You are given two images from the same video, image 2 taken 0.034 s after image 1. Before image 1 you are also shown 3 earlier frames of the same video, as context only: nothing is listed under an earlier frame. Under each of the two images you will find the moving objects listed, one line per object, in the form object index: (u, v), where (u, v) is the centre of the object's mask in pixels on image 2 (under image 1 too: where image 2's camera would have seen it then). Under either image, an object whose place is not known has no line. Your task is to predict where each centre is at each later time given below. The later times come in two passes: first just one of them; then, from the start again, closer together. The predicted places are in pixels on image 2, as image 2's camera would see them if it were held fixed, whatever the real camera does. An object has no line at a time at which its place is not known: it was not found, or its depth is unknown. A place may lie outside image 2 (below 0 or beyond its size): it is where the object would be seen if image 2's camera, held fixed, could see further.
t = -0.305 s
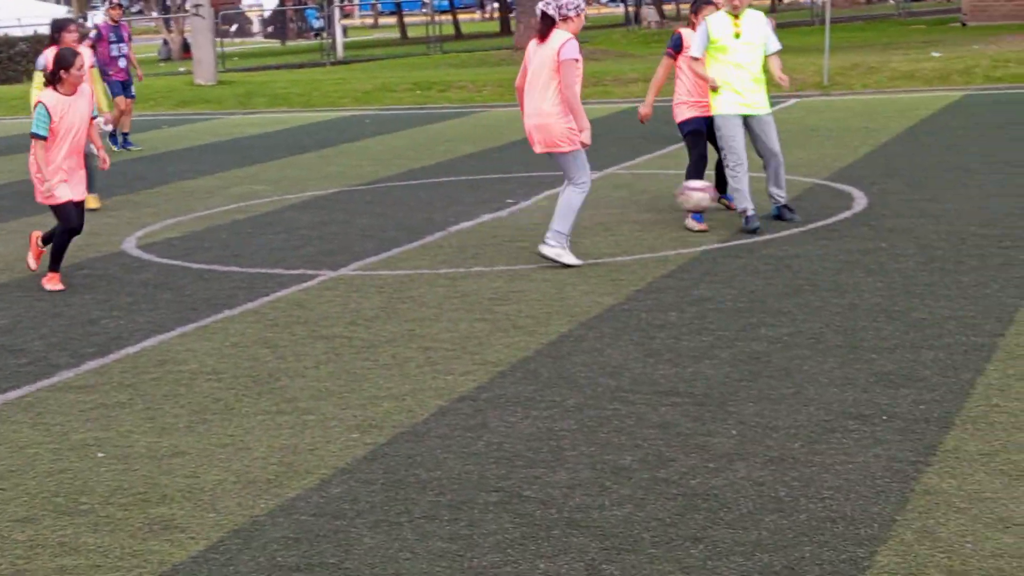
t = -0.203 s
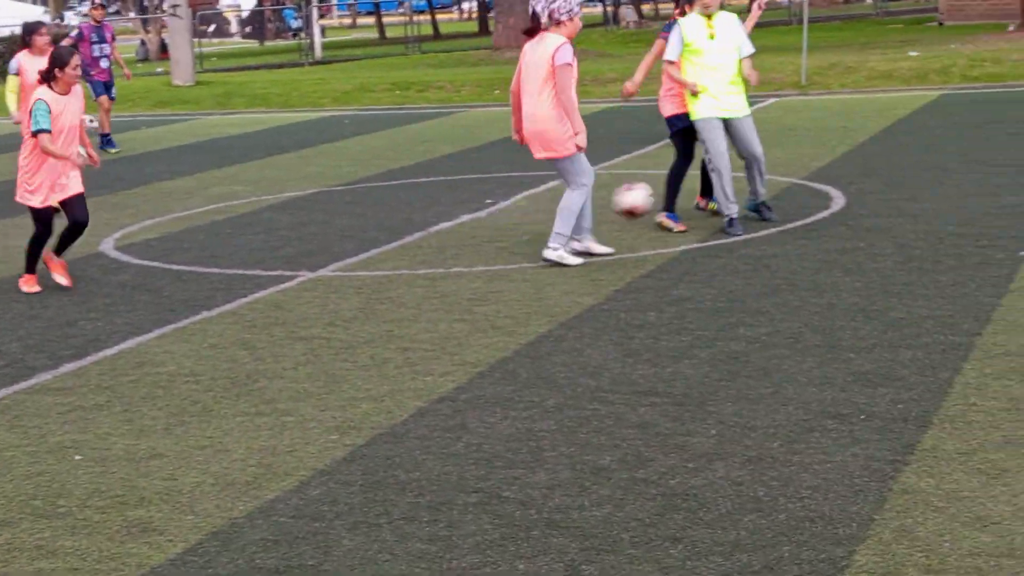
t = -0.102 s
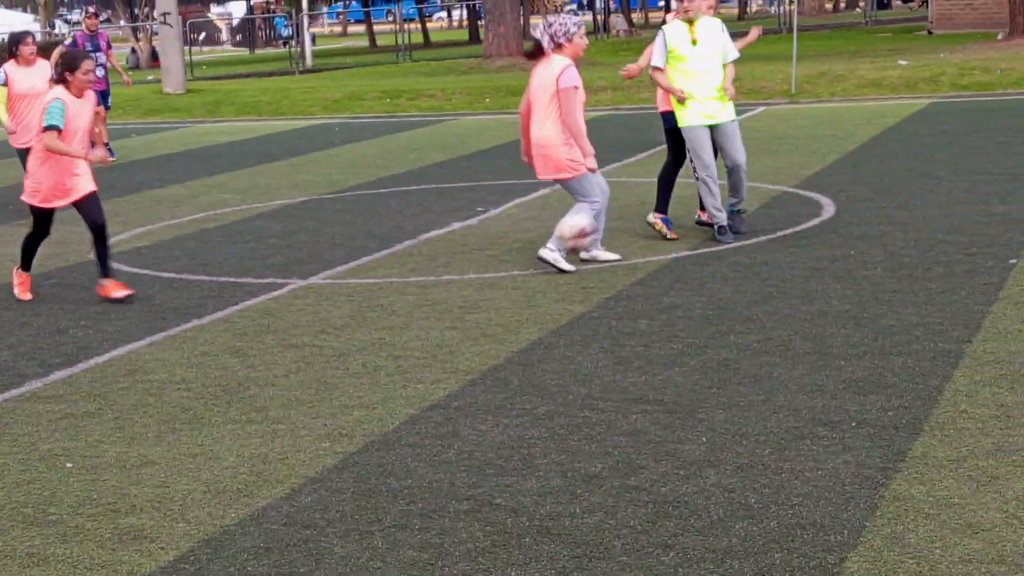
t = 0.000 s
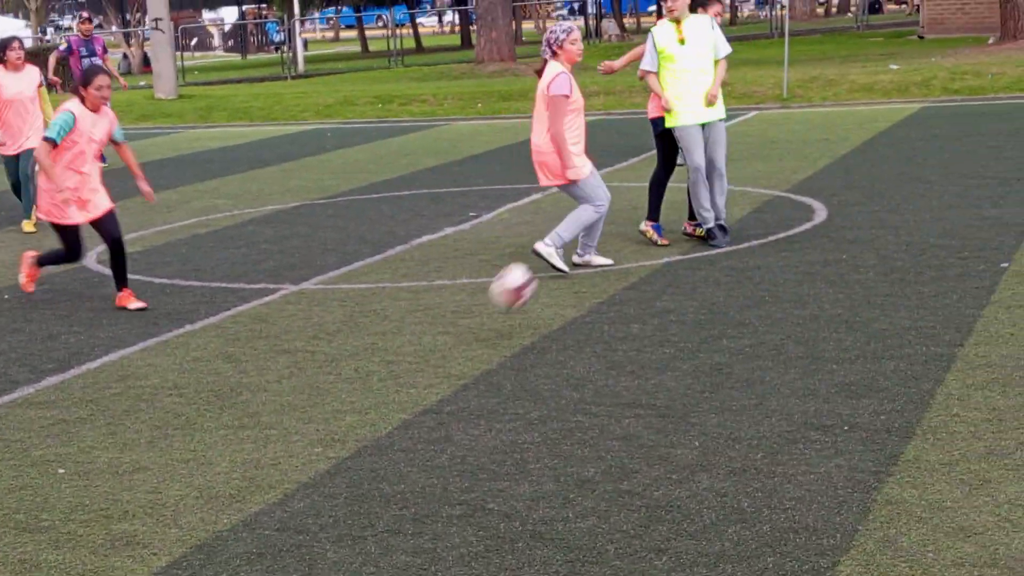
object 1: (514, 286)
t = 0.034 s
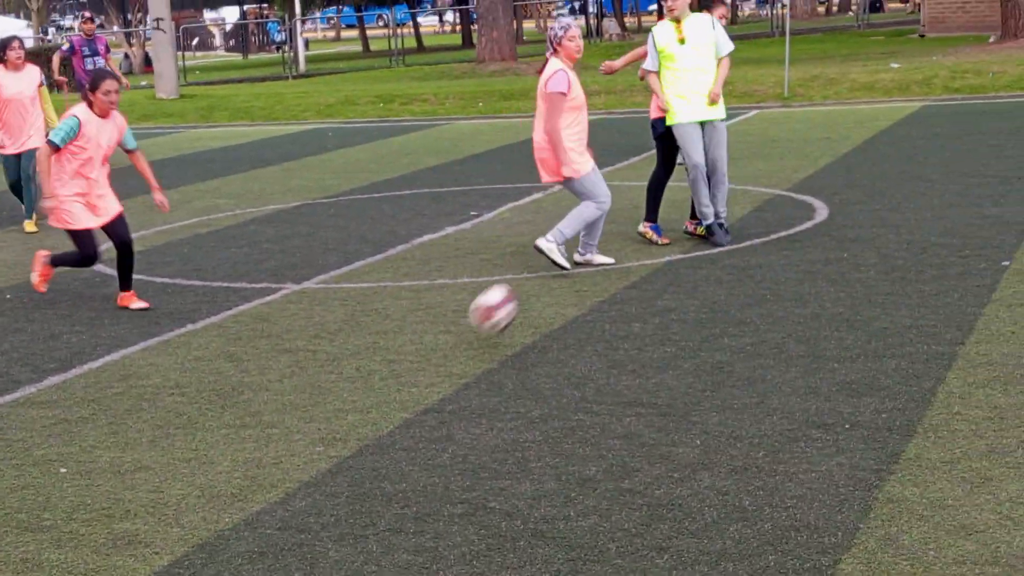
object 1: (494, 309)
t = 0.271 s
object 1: (355, 381)
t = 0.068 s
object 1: (473, 336)
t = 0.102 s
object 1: (452, 360)
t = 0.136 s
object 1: (433, 359)
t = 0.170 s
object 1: (414, 360)
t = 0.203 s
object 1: (395, 364)
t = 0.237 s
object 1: (375, 370)
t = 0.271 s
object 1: (355, 381)
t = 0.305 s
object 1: (332, 394)
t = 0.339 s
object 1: (309, 411)
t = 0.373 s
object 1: (285, 433)
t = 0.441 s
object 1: (234, 474)
